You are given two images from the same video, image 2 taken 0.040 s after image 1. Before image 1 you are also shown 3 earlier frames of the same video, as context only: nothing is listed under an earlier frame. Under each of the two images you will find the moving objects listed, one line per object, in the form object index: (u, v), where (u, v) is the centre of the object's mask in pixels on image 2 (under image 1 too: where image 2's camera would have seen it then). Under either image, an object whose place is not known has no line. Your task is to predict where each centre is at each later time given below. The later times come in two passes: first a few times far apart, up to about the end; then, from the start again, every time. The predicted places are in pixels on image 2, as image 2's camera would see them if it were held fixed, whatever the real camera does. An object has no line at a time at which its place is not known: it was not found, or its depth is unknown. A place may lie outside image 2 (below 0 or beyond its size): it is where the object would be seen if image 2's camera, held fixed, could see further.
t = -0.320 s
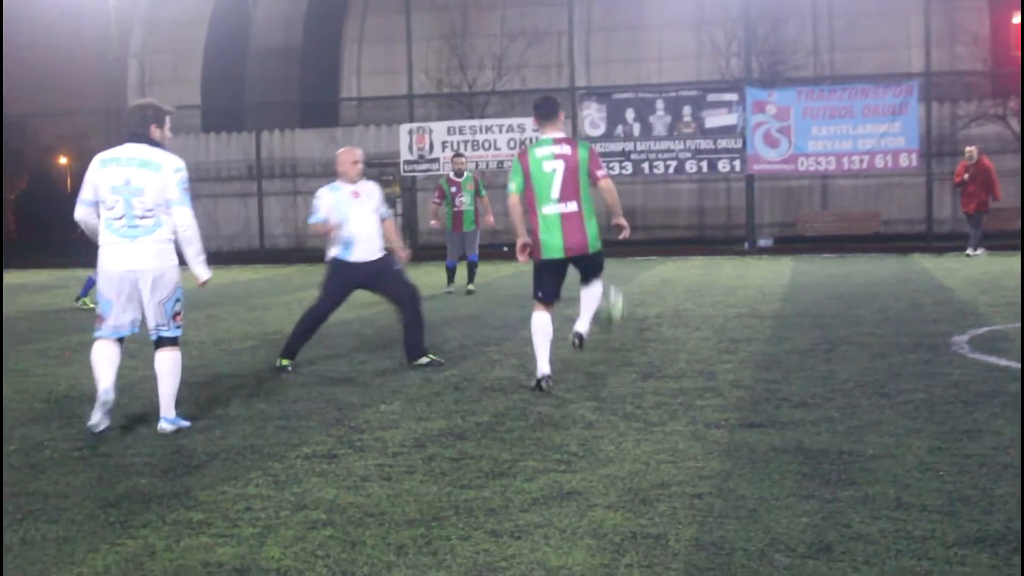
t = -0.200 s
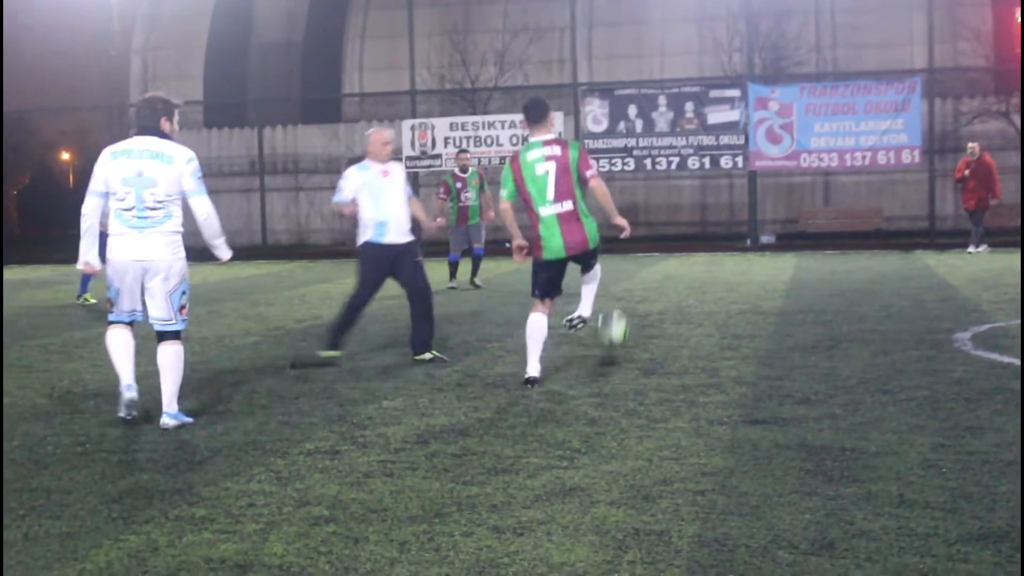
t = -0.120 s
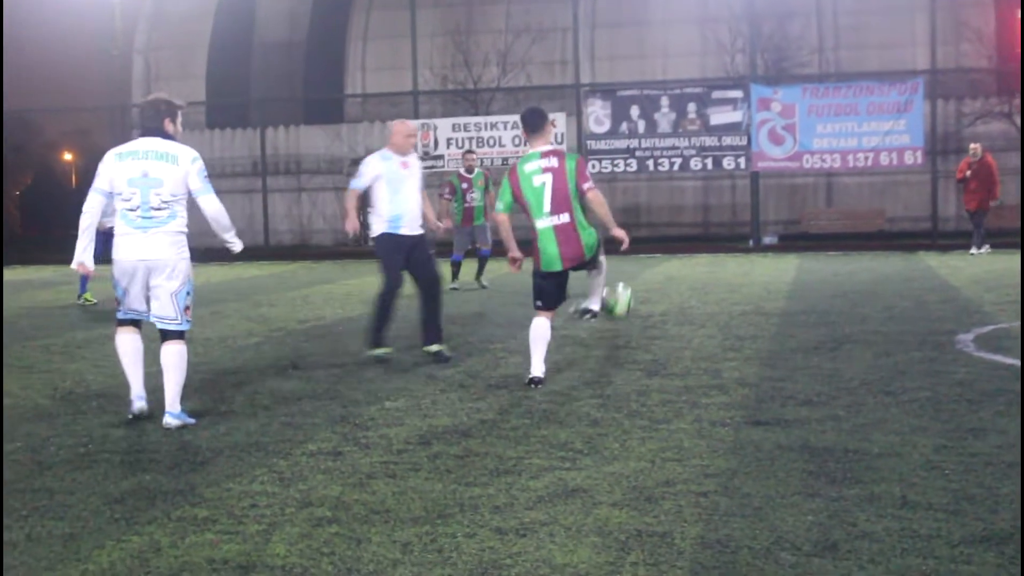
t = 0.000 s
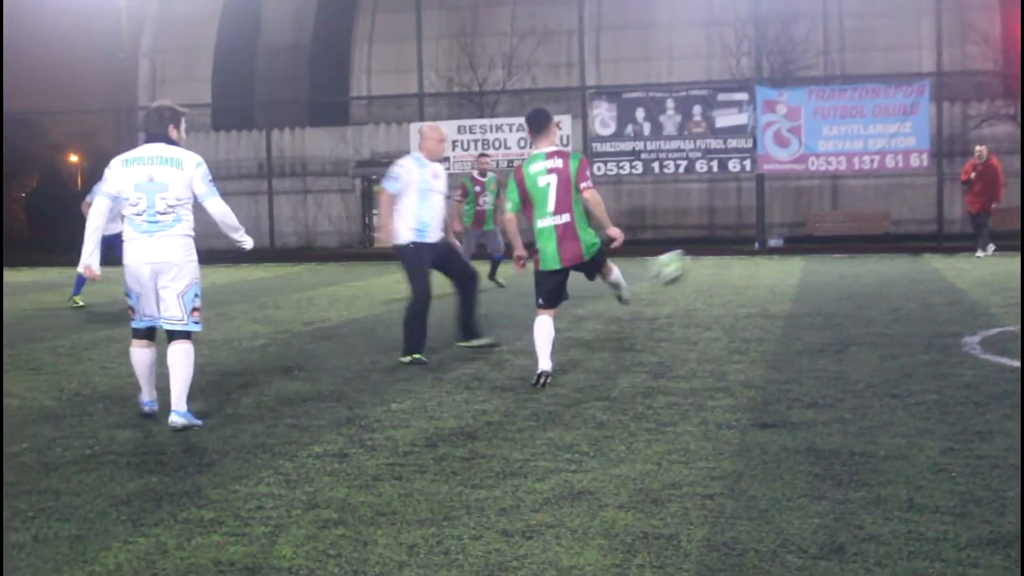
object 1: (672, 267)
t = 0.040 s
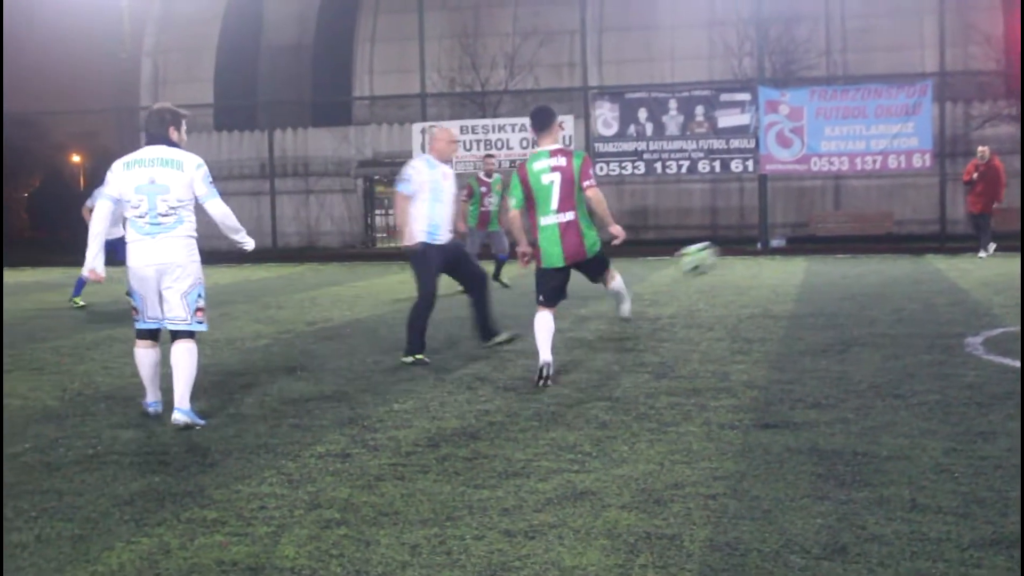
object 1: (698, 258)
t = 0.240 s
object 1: (818, 249)
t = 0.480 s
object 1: (945, 308)
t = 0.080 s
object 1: (722, 251)
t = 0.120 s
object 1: (749, 247)
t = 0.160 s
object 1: (772, 246)
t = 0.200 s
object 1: (795, 246)
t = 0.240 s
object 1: (818, 249)
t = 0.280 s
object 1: (840, 254)
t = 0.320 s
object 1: (863, 261)
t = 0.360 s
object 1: (883, 269)
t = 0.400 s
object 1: (903, 280)
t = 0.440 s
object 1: (924, 292)
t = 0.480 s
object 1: (945, 308)
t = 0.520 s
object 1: (960, 313)
